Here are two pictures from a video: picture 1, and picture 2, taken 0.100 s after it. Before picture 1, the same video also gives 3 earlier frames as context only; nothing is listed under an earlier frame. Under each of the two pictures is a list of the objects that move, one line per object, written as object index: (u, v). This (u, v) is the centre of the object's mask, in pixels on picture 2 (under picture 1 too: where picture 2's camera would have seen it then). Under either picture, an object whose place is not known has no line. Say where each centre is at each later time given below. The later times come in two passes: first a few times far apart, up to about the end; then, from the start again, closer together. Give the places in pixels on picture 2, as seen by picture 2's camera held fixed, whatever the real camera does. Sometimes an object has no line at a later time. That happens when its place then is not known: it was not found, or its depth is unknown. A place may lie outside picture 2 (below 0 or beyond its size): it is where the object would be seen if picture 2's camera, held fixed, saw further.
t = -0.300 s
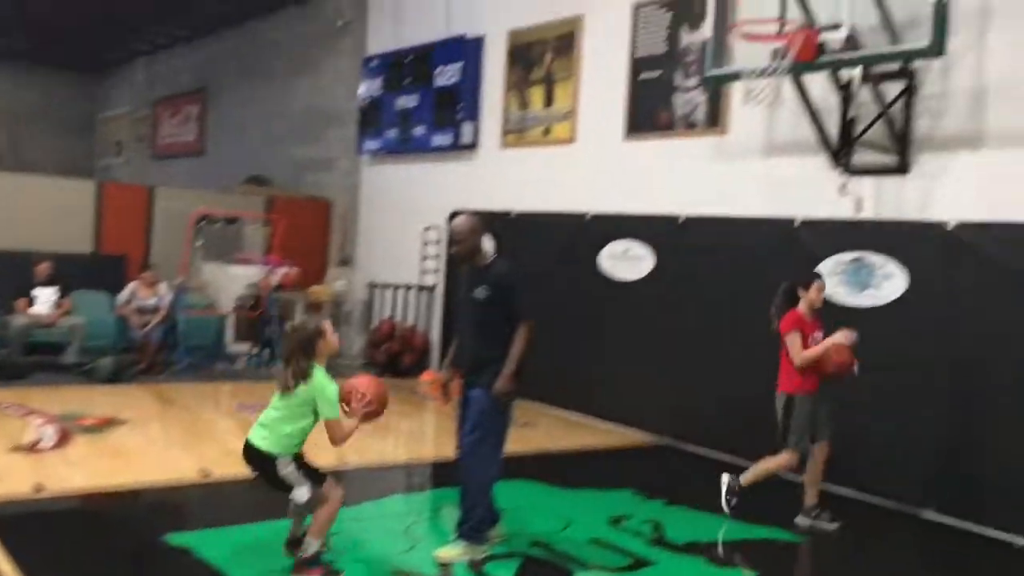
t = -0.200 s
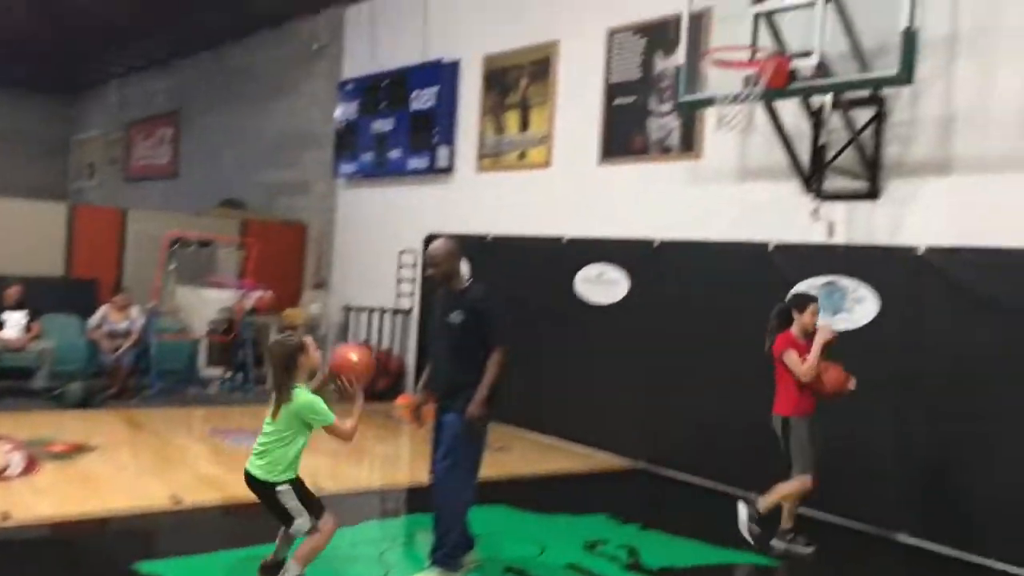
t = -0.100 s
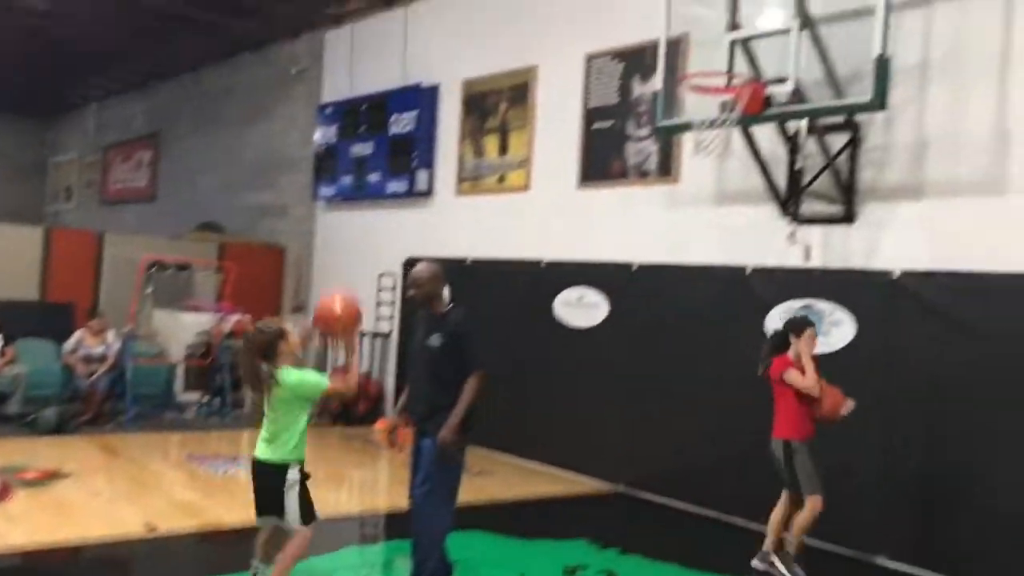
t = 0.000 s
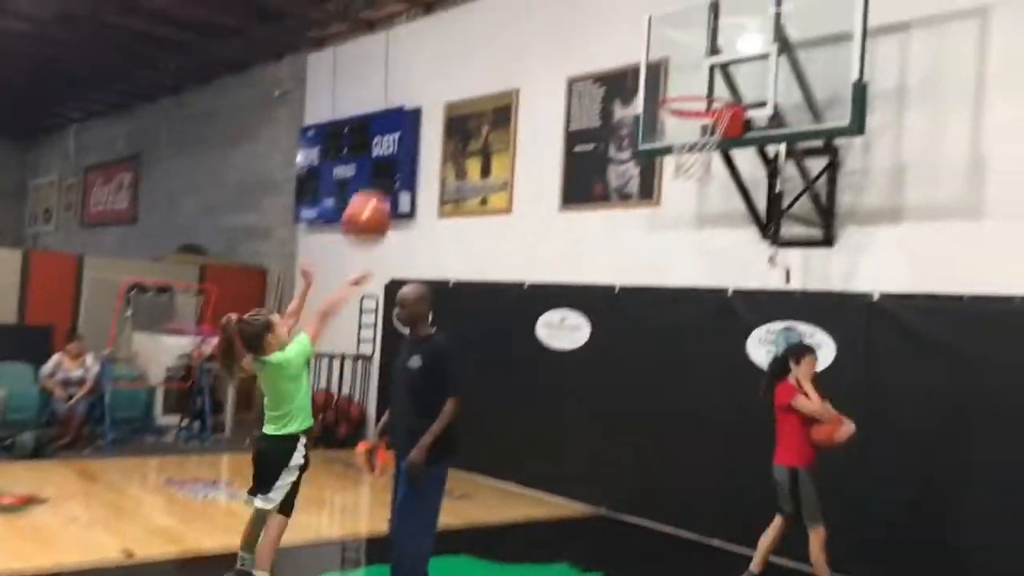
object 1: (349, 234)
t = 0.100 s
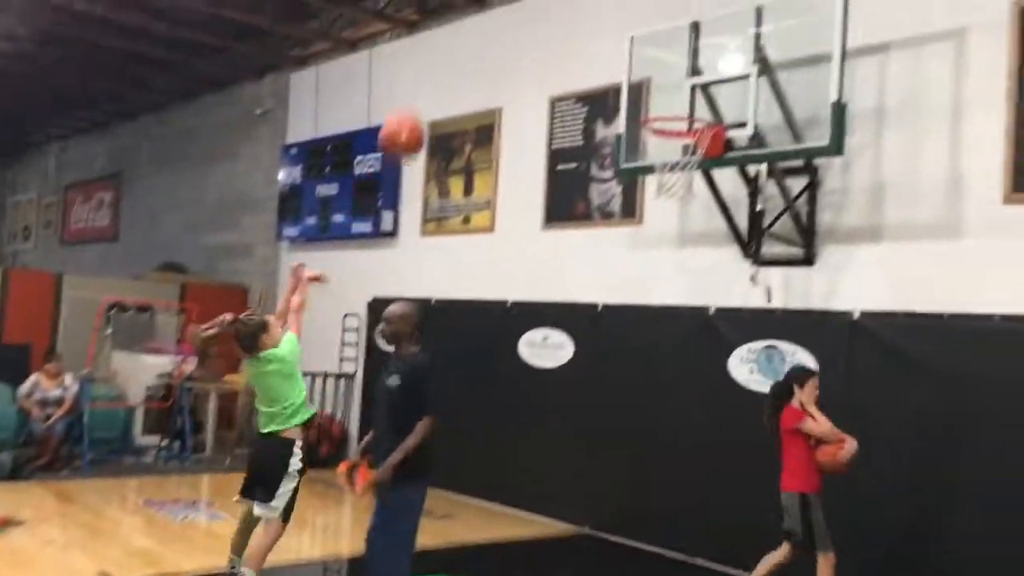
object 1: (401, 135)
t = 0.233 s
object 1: (464, 40)
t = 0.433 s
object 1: (539, -24)
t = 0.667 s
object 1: (612, -24)
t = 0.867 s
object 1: (663, 40)
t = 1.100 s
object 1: (667, 122)
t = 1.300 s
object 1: (669, 135)
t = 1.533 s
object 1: (697, 182)
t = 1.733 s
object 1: (701, 246)
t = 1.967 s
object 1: (700, 387)
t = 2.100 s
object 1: (700, 500)
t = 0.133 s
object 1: (419, 106)
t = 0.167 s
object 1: (435, 81)
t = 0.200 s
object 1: (450, 60)
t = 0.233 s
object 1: (464, 40)
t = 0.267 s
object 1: (477, 22)
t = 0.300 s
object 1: (491, 6)
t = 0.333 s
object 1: (503, -6)
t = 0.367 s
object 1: (515, -15)
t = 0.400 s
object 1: (526, -19)
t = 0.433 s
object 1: (539, -24)
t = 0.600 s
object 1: (593, -29)
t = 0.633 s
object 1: (603, -27)
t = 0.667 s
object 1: (612, -24)
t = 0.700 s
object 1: (621, -20)
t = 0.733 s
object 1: (630, -11)
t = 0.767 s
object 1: (639, -1)
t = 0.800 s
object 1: (647, 11)
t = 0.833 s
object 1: (656, 25)
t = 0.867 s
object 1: (663, 40)
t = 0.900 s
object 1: (670, 57)
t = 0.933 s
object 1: (677, 76)
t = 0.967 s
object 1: (685, 94)
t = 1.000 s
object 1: (692, 115)
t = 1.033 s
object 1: (684, 121)
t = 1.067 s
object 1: (669, 122)
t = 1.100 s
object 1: (667, 122)
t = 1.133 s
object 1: (678, 123)
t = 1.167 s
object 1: (691, 127)
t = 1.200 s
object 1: (684, 126)
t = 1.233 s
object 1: (676, 127)
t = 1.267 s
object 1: (667, 129)
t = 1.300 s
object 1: (669, 135)
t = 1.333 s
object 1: (675, 143)
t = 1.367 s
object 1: (679, 149)
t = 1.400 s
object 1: (687, 163)
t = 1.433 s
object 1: (693, 172)
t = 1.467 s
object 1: (696, 176)
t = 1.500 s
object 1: (697, 180)
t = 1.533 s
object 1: (697, 182)
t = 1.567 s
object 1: (698, 196)
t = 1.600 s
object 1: (699, 201)
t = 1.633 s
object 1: (700, 210)
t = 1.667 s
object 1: (700, 220)
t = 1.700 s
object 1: (700, 233)
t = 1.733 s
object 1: (701, 246)
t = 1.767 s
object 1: (701, 262)
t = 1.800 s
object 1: (701, 279)
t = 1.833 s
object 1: (702, 297)
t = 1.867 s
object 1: (701, 317)
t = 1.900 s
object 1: (701, 339)
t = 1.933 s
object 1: (701, 362)
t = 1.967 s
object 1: (700, 387)
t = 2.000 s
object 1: (701, 413)
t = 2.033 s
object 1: (701, 441)
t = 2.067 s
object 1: (701, 470)
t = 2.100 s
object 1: (700, 500)
